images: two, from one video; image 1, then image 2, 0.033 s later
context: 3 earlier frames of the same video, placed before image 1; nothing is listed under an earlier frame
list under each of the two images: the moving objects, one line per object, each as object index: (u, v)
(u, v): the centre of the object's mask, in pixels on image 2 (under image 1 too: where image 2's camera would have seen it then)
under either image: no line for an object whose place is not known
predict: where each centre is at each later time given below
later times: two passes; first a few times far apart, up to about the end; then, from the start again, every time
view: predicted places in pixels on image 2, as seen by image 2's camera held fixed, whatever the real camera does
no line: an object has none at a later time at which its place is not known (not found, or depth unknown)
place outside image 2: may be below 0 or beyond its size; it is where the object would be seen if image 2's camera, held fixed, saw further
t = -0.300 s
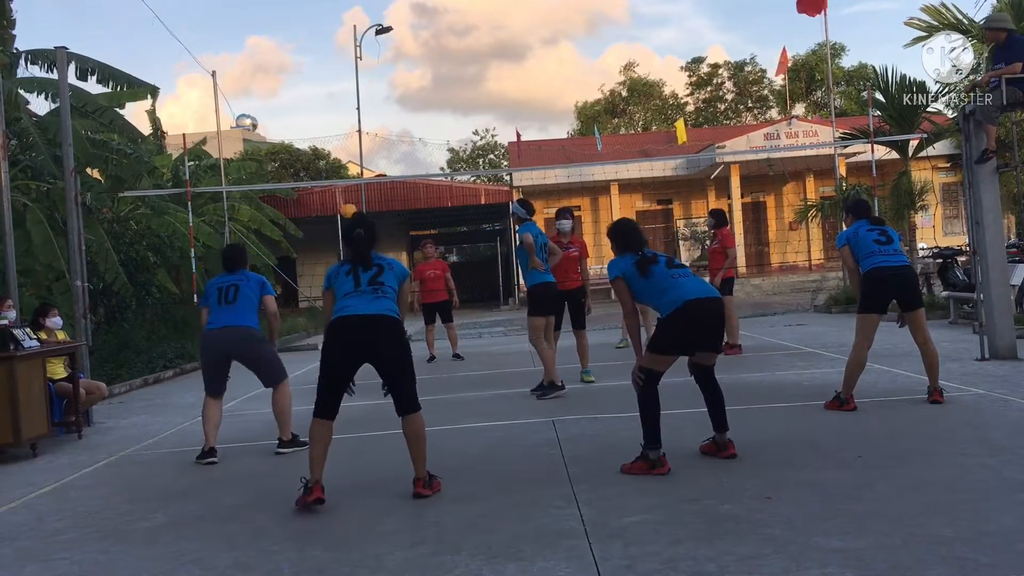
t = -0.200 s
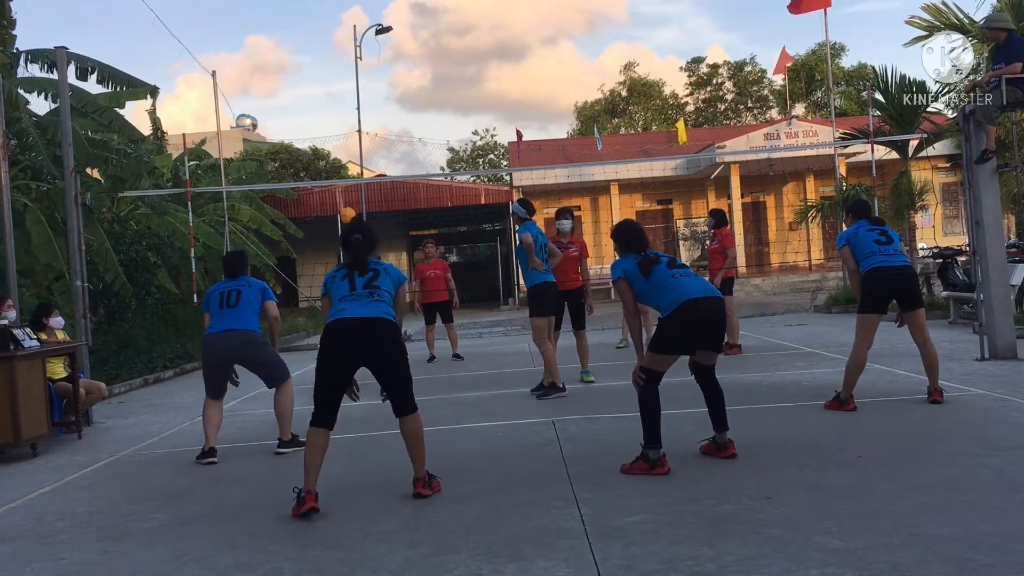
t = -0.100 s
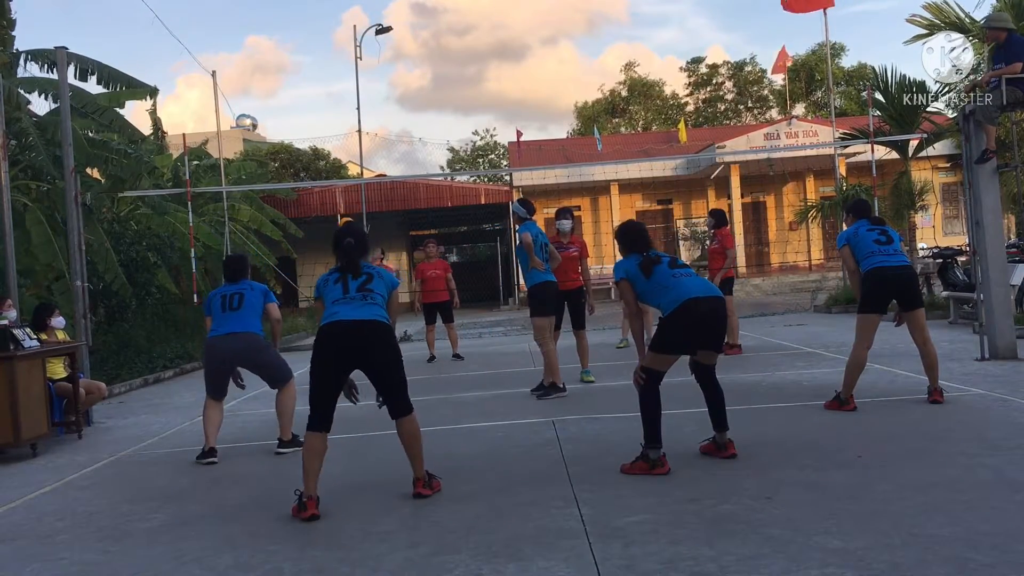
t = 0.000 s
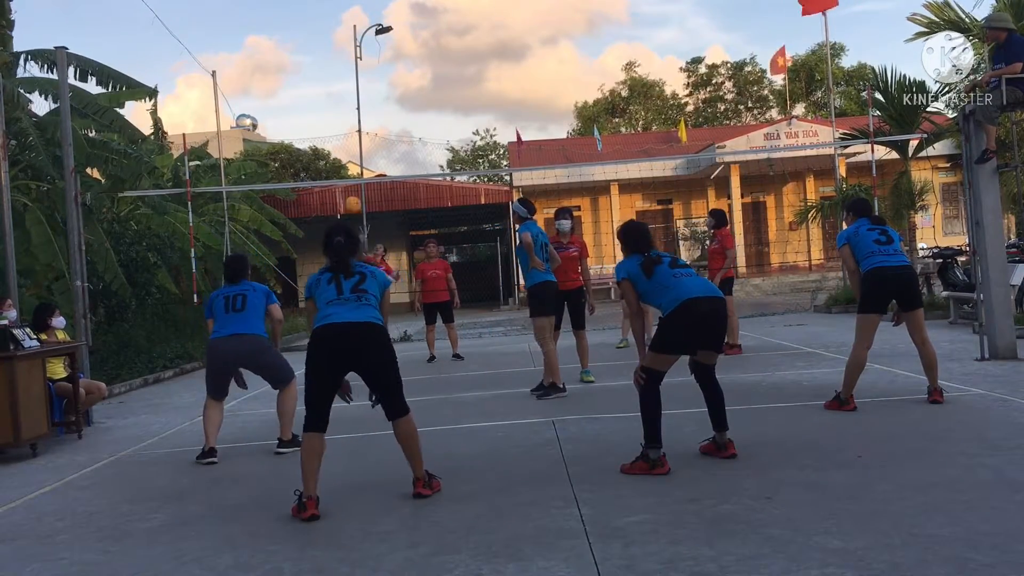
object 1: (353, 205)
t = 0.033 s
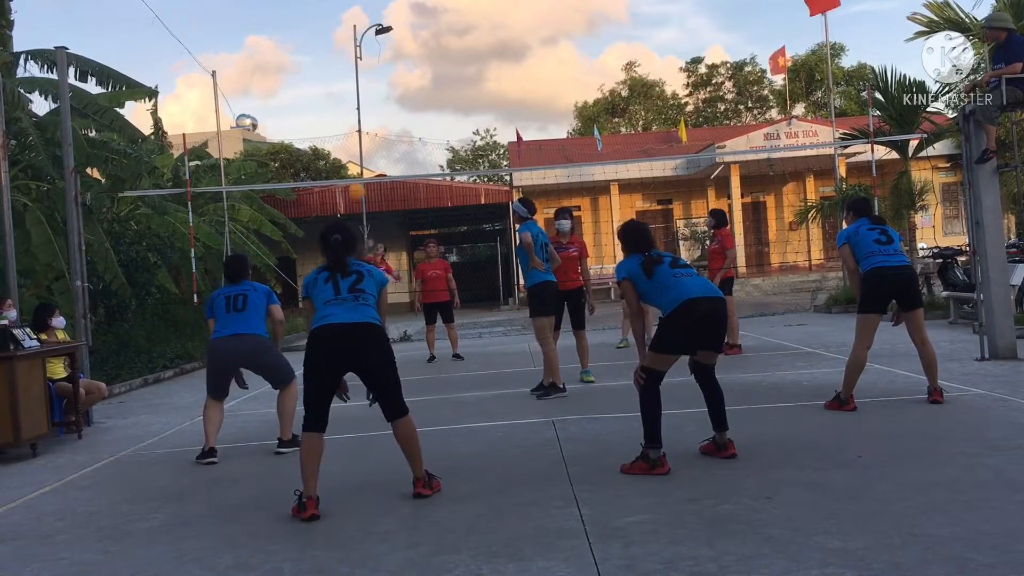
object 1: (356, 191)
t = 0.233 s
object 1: (380, 124)
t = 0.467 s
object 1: (408, 79)
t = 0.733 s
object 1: (452, 81)
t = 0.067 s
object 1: (360, 175)
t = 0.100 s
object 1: (364, 167)
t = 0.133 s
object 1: (368, 156)
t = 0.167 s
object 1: (372, 145)
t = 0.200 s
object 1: (376, 134)
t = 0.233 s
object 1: (380, 124)
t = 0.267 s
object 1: (383, 115)
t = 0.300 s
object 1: (387, 107)
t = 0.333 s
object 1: (391, 100)
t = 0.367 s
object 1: (395, 94)
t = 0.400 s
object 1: (399, 88)
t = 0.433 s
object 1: (404, 83)
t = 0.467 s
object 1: (408, 79)
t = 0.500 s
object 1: (413, 75)
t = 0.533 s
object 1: (418, 72)
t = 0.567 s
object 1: (423, 71)
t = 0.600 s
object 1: (428, 70)
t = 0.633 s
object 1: (434, 71)
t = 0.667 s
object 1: (439, 73)
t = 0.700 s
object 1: (445, 77)
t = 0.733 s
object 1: (452, 81)
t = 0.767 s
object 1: (459, 87)
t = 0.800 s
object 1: (466, 95)
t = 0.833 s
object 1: (473, 104)
